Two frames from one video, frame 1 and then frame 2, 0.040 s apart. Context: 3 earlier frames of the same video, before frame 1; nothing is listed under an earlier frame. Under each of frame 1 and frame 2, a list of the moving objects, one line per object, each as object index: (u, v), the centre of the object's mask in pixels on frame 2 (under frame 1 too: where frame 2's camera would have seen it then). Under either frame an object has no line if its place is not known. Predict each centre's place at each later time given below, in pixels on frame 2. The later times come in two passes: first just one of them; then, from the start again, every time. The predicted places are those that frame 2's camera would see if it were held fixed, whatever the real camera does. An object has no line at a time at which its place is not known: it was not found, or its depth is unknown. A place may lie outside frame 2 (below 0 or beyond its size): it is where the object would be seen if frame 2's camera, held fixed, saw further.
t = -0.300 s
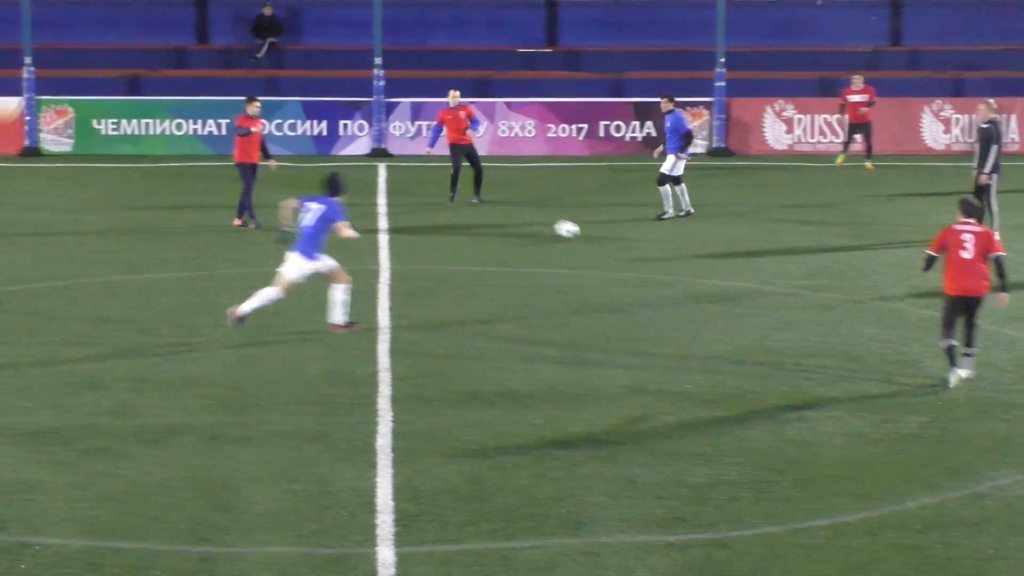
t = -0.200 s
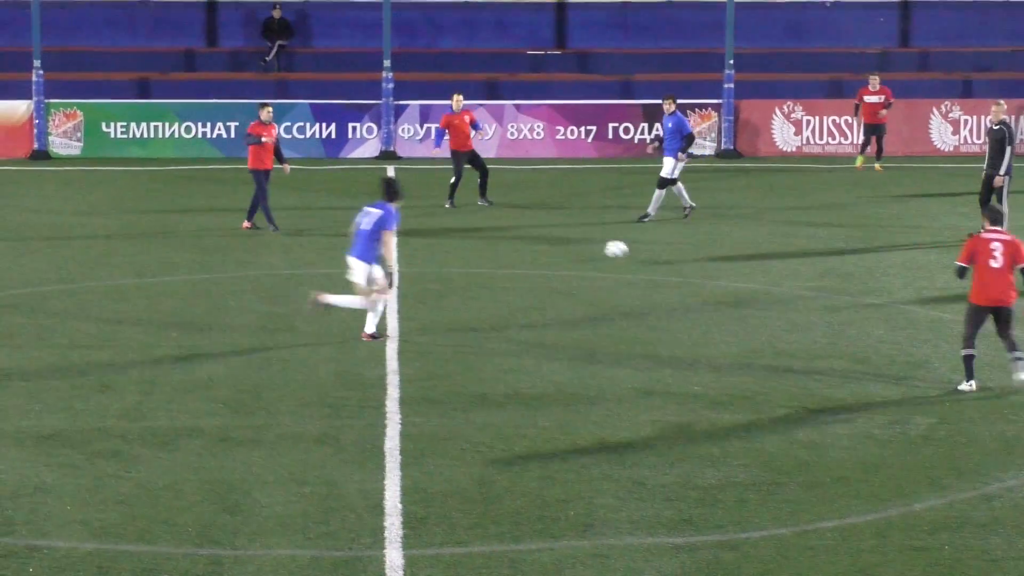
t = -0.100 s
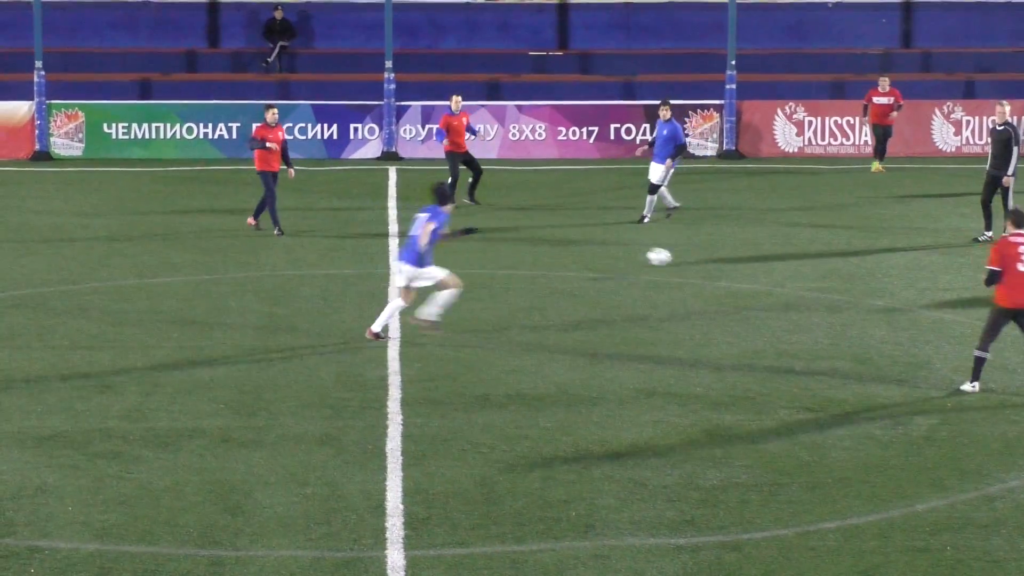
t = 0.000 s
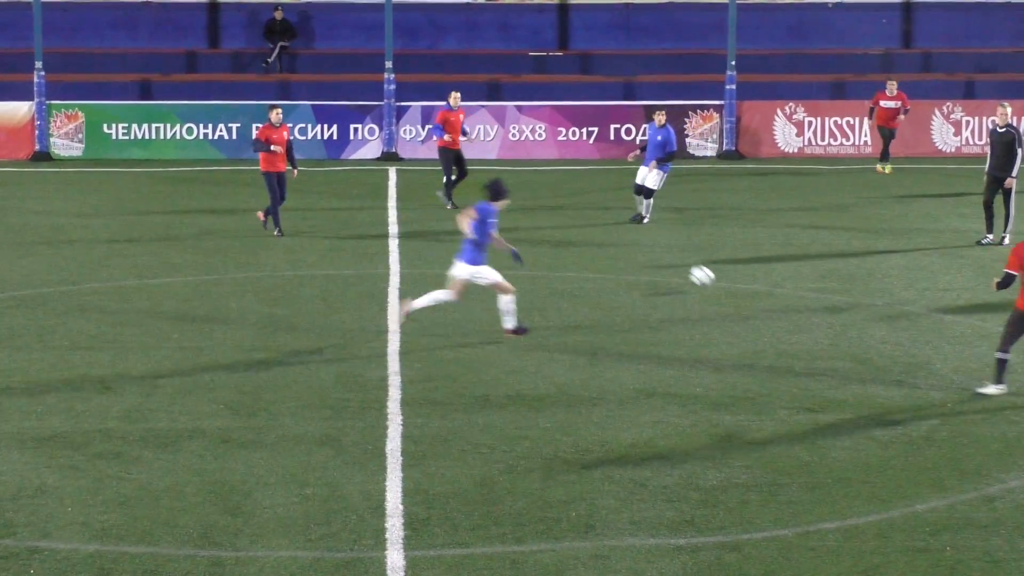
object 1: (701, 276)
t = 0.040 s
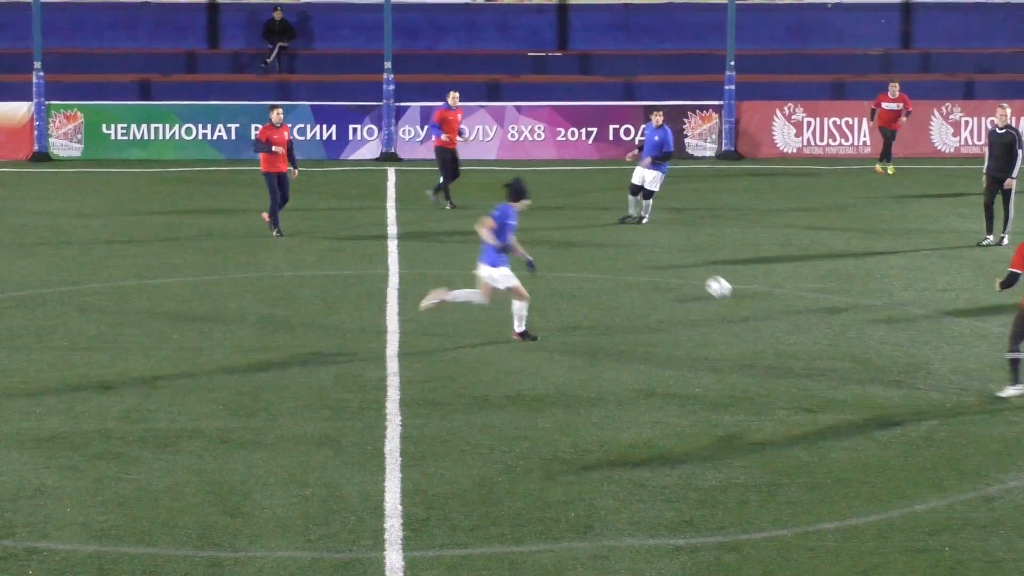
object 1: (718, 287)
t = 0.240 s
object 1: (811, 318)
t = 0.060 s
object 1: (727, 291)
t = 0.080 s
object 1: (736, 292)
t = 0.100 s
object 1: (745, 293)
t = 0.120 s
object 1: (754, 295)
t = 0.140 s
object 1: (763, 297)
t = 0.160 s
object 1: (772, 300)
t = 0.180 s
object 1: (781, 304)
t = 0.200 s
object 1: (791, 307)
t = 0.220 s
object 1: (802, 311)
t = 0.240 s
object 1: (811, 318)
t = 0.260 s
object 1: (819, 323)
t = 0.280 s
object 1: (828, 328)
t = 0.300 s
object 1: (838, 330)
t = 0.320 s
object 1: (846, 332)
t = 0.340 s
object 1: (857, 335)
